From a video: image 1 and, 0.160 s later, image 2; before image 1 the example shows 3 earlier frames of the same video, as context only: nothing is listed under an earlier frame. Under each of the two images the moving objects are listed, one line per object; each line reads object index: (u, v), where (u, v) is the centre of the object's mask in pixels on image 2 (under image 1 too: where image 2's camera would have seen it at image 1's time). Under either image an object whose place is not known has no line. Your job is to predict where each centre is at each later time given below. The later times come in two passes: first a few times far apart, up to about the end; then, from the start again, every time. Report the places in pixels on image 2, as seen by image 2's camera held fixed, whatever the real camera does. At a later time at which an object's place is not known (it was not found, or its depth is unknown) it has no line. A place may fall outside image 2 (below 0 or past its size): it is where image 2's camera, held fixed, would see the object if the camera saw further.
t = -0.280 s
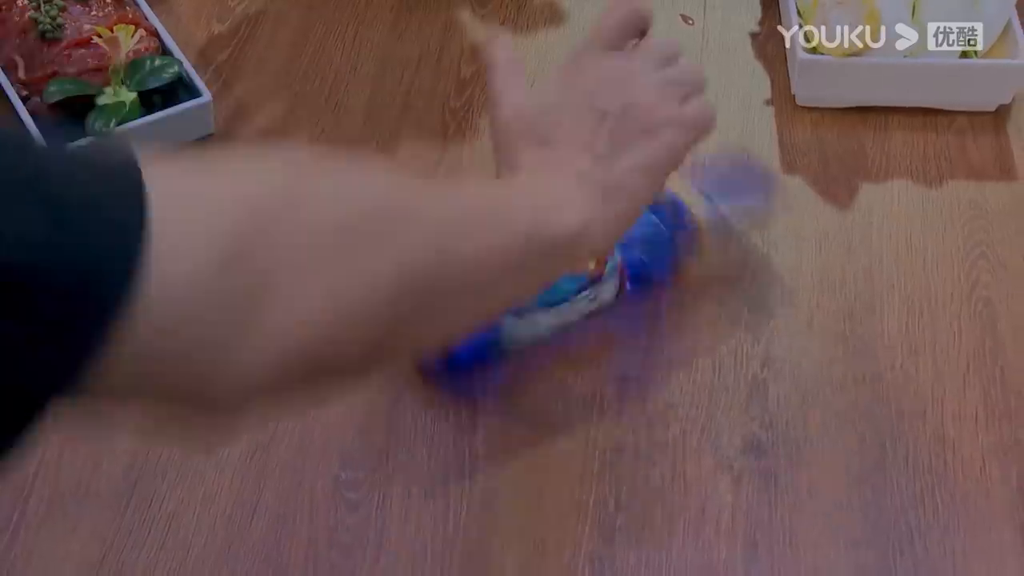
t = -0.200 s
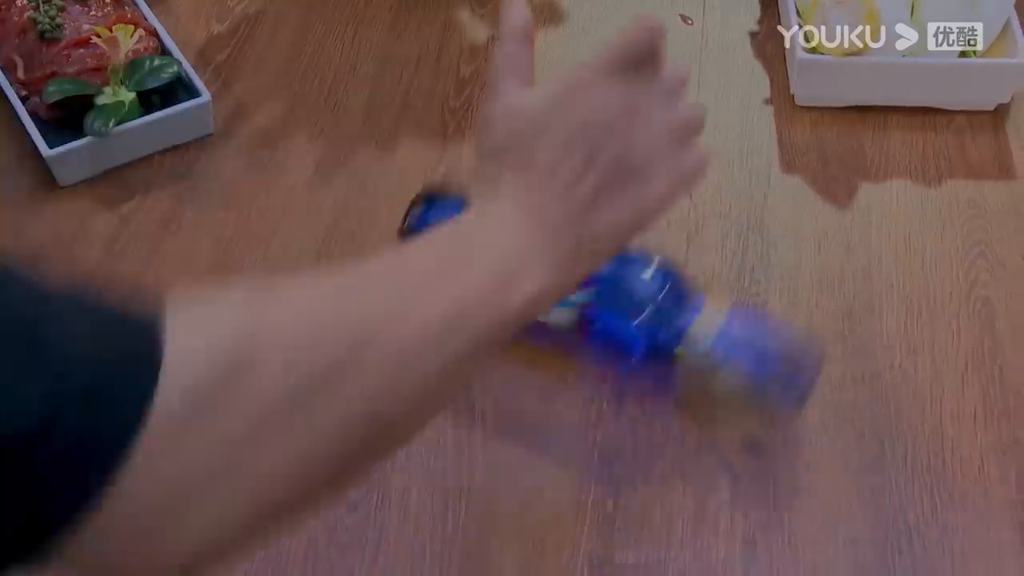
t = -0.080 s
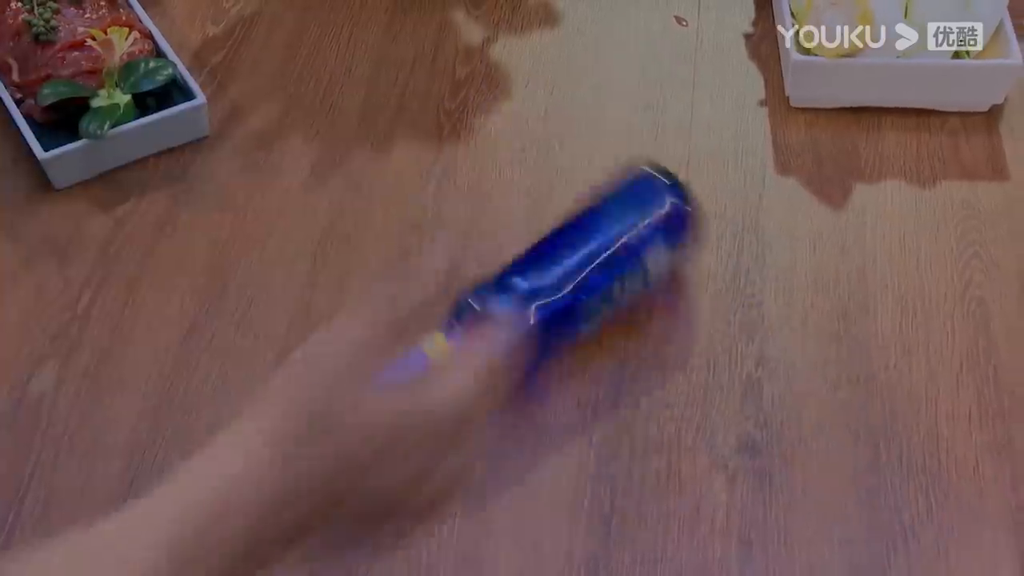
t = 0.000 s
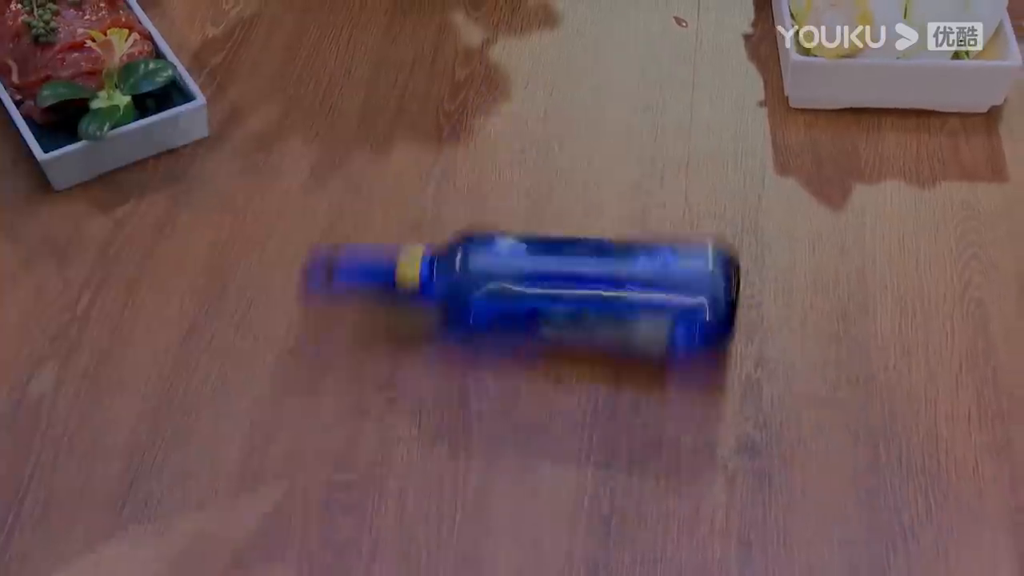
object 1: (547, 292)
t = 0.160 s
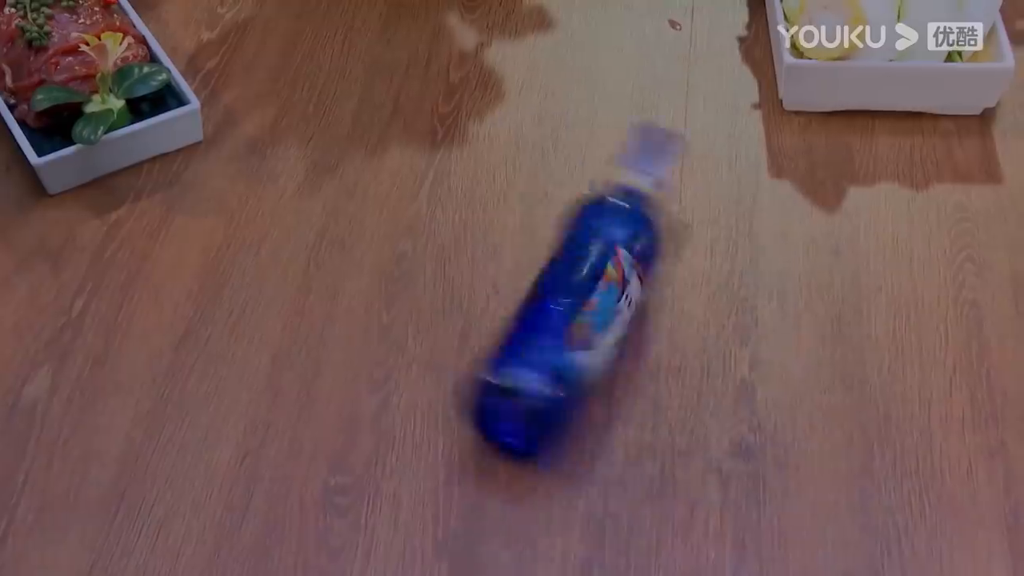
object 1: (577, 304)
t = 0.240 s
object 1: (615, 309)
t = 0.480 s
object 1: (580, 357)
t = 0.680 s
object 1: (597, 347)
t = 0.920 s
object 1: (616, 372)
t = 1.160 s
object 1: (612, 379)
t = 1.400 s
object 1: (623, 384)
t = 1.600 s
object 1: (645, 397)
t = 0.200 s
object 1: (595, 303)
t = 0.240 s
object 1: (615, 309)
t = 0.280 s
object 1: (625, 326)
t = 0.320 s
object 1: (632, 341)
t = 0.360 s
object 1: (618, 351)
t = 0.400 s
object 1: (601, 359)
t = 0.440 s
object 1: (584, 365)
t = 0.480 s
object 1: (580, 357)
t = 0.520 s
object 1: (575, 349)
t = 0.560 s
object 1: (575, 343)
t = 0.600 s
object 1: (586, 339)
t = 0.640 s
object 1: (595, 343)
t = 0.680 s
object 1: (597, 347)
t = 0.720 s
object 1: (607, 350)
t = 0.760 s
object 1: (612, 353)
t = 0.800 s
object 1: (614, 358)
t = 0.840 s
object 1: (617, 363)
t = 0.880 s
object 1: (618, 369)
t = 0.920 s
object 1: (616, 372)
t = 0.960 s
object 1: (615, 375)
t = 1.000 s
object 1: (613, 378)
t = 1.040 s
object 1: (613, 378)
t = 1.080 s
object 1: (613, 378)
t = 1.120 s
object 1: (612, 379)
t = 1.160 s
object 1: (612, 379)
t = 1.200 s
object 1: (613, 378)
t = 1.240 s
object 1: (613, 379)
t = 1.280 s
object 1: (616, 380)
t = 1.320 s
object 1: (618, 381)
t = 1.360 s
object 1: (621, 383)
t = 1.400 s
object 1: (623, 384)
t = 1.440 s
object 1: (628, 386)
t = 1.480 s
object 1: (632, 389)
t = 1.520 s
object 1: (637, 392)
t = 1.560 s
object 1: (640, 393)
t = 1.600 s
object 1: (645, 397)
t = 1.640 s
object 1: (651, 400)
